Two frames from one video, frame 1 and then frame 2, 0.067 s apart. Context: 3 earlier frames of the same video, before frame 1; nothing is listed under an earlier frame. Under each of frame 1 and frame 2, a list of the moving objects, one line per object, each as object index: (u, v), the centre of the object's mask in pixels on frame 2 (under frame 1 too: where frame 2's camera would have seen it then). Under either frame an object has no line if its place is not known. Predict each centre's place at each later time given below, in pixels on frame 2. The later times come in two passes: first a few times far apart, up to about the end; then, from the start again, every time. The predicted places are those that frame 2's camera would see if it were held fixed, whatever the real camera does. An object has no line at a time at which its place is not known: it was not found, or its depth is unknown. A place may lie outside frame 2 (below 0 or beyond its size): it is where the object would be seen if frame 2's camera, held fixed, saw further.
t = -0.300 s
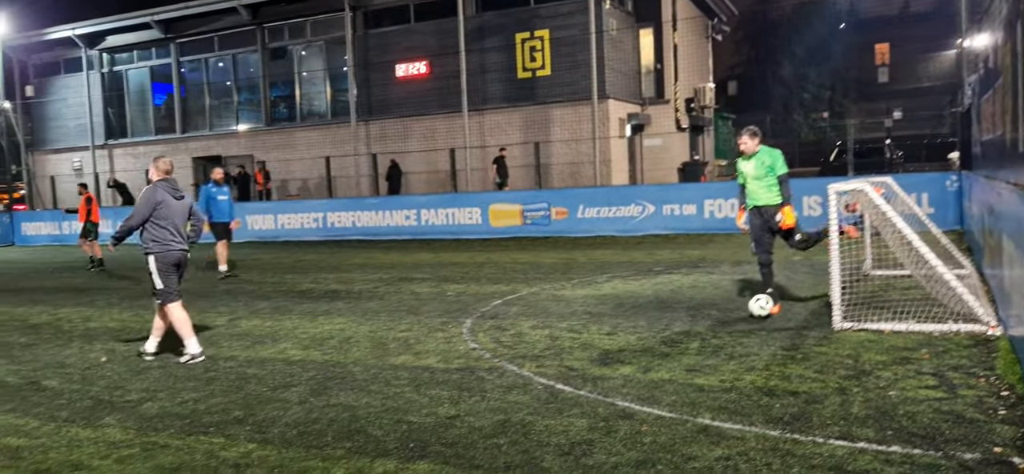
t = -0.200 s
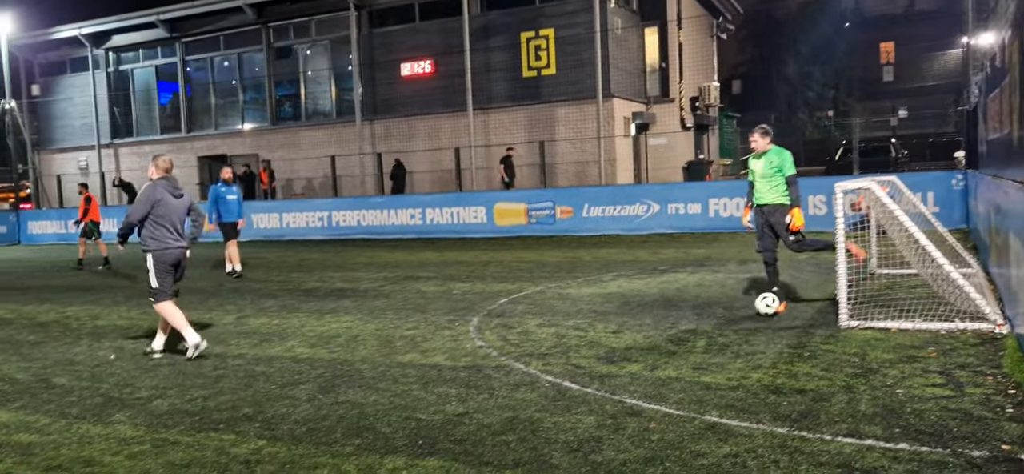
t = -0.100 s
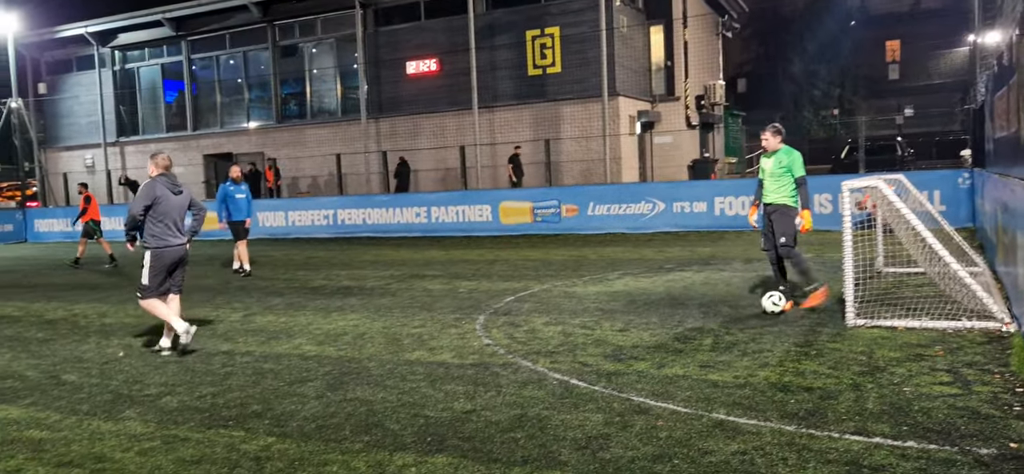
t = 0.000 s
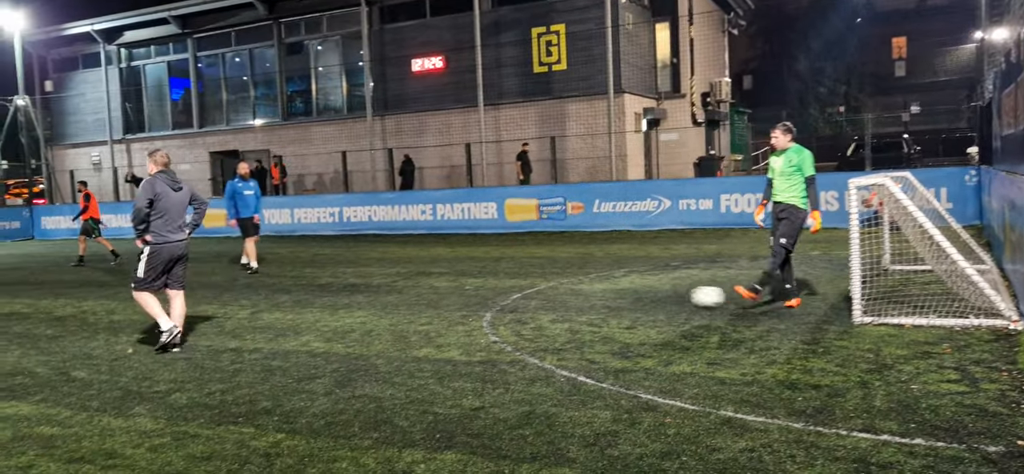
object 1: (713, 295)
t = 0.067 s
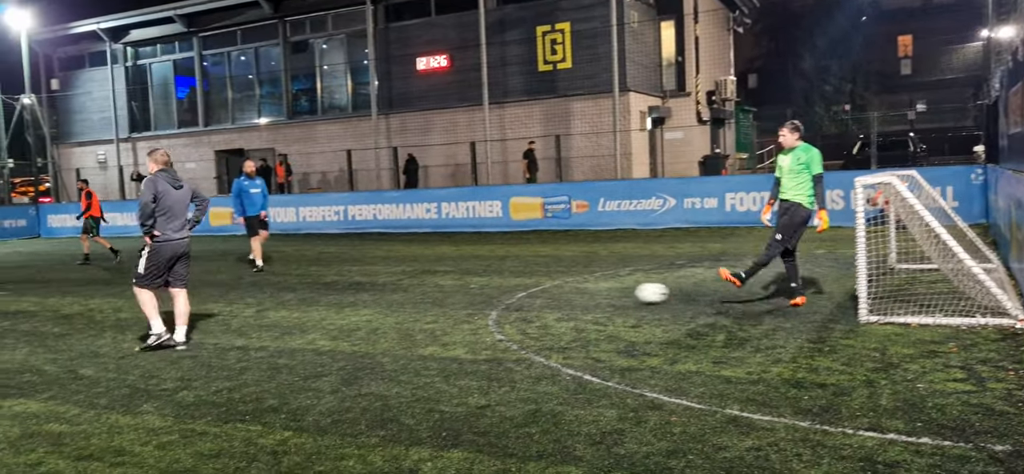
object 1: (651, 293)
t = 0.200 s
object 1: (547, 289)
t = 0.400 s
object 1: (428, 286)
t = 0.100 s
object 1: (623, 292)
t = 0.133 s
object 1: (596, 291)
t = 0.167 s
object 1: (570, 290)
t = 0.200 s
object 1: (547, 289)
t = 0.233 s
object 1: (525, 288)
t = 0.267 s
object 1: (504, 288)
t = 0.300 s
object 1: (483, 288)
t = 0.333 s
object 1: (464, 287)
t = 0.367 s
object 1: (445, 287)
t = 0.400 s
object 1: (428, 286)
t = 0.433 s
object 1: (411, 286)
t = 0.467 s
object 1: (396, 286)
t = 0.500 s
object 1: (381, 285)
